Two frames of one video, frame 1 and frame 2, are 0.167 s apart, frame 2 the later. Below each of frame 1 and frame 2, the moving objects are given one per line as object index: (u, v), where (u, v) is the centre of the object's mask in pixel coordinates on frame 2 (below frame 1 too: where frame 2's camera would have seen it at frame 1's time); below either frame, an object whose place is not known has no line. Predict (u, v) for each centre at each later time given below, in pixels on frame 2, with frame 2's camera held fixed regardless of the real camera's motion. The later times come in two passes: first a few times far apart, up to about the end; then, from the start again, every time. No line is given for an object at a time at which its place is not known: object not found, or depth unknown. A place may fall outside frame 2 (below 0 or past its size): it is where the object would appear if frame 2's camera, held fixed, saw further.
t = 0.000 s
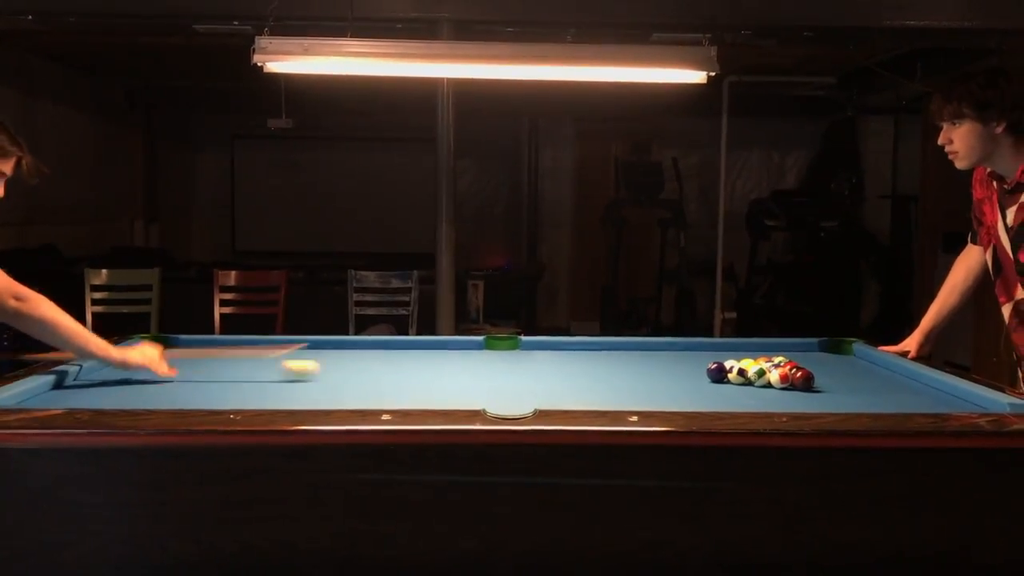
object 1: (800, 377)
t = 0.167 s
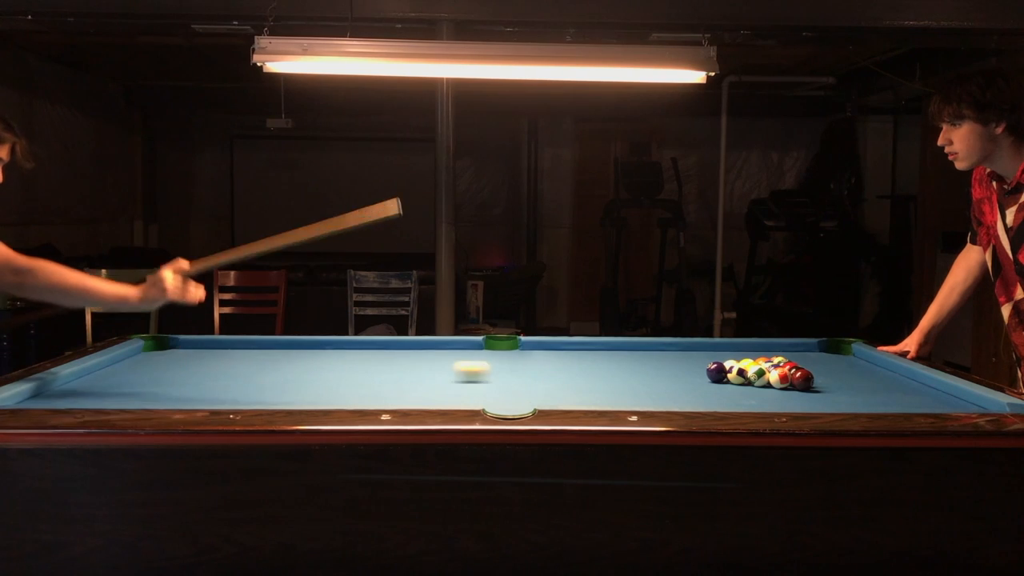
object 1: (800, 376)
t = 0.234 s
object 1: (800, 376)
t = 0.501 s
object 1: (817, 381)
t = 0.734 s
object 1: (858, 378)
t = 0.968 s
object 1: (898, 389)
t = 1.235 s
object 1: (943, 393)
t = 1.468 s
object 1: (956, 396)
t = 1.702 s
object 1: (945, 397)
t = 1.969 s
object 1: (934, 399)
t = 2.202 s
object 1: (925, 400)
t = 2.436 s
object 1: (916, 401)
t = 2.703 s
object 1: (907, 402)
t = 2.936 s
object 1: (899, 403)
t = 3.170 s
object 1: (892, 403)
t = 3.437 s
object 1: (885, 404)
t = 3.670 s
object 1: (879, 404)
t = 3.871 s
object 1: (874, 404)
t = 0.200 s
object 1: (800, 376)
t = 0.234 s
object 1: (800, 376)
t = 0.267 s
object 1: (800, 376)
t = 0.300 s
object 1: (800, 376)
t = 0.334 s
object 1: (800, 376)
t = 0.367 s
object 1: (800, 376)
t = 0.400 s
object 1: (800, 376)
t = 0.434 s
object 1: (800, 376)
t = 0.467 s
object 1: (805, 378)
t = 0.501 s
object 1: (817, 381)
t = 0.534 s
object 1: (823, 381)
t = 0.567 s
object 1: (830, 382)
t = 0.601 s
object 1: (835, 382)
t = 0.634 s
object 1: (841, 383)
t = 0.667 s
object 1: (847, 384)
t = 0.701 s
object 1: (856, 382)
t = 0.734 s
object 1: (858, 378)
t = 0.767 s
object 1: (862, 383)
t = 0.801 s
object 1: (870, 386)
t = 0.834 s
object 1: (876, 386)
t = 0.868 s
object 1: (881, 387)
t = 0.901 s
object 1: (887, 387)
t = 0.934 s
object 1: (893, 388)
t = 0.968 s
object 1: (898, 389)
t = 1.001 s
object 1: (904, 389)
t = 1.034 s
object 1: (909, 389)
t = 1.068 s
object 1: (915, 390)
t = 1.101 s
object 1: (921, 390)
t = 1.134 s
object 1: (926, 390)
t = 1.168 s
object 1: (932, 390)
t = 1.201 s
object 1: (937, 392)
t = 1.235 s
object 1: (943, 393)
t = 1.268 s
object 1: (948, 393)
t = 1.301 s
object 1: (954, 394)
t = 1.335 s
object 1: (959, 395)
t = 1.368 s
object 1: (961, 395)
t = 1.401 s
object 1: (959, 395)
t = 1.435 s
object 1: (957, 396)
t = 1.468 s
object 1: (956, 396)
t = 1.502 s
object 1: (955, 396)
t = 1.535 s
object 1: (953, 396)
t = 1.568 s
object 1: (951, 396)
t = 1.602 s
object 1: (950, 397)
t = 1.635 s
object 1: (948, 397)
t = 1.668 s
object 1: (947, 397)
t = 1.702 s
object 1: (945, 397)
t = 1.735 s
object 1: (944, 398)
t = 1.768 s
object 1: (943, 398)
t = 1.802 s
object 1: (941, 398)
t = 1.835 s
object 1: (940, 398)
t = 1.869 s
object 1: (938, 398)
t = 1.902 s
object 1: (937, 398)
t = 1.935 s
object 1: (936, 399)
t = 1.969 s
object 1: (934, 399)
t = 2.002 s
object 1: (933, 399)
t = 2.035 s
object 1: (932, 399)
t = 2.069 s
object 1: (930, 399)
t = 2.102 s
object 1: (929, 400)
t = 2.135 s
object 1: (928, 400)
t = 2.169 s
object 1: (926, 400)
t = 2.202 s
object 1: (925, 400)
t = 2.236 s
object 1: (923, 400)
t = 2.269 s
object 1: (922, 400)
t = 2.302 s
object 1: (920, 400)
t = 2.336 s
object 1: (919, 400)
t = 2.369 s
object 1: (918, 401)
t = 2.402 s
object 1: (917, 401)
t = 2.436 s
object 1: (916, 401)
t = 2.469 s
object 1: (915, 401)
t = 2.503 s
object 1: (914, 401)
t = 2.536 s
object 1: (913, 402)
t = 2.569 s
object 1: (912, 401)
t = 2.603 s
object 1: (911, 402)
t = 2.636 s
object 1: (910, 402)
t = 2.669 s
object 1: (908, 402)
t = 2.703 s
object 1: (907, 402)
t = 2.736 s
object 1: (906, 402)
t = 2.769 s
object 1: (905, 402)
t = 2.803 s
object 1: (903, 402)
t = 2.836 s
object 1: (902, 402)
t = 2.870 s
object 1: (901, 402)
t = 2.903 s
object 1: (900, 402)
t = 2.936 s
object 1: (899, 403)
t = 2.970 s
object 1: (897, 403)
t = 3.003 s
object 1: (897, 403)
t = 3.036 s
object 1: (896, 403)
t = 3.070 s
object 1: (895, 403)
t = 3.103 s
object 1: (893, 403)
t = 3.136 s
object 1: (893, 403)
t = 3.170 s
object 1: (892, 403)
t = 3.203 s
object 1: (891, 403)
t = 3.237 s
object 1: (889, 403)
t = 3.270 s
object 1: (888, 404)
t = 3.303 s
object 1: (888, 404)
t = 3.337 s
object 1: (887, 404)
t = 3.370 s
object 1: (887, 404)
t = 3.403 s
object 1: (886, 404)
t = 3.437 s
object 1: (885, 404)
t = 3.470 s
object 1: (884, 404)
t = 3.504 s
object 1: (883, 404)
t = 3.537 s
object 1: (882, 404)
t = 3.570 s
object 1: (881, 404)
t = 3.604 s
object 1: (880, 404)
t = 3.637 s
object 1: (879, 404)
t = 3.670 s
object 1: (879, 404)
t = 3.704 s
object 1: (878, 404)
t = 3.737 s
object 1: (876, 404)
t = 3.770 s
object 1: (876, 404)
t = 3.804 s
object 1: (875, 403)
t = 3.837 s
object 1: (874, 403)
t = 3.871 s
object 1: (874, 404)
